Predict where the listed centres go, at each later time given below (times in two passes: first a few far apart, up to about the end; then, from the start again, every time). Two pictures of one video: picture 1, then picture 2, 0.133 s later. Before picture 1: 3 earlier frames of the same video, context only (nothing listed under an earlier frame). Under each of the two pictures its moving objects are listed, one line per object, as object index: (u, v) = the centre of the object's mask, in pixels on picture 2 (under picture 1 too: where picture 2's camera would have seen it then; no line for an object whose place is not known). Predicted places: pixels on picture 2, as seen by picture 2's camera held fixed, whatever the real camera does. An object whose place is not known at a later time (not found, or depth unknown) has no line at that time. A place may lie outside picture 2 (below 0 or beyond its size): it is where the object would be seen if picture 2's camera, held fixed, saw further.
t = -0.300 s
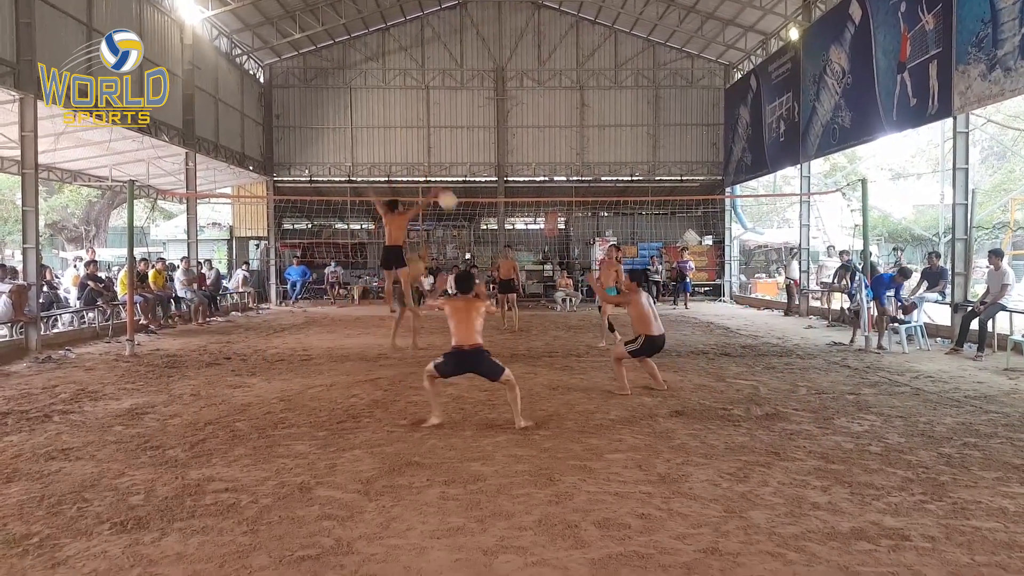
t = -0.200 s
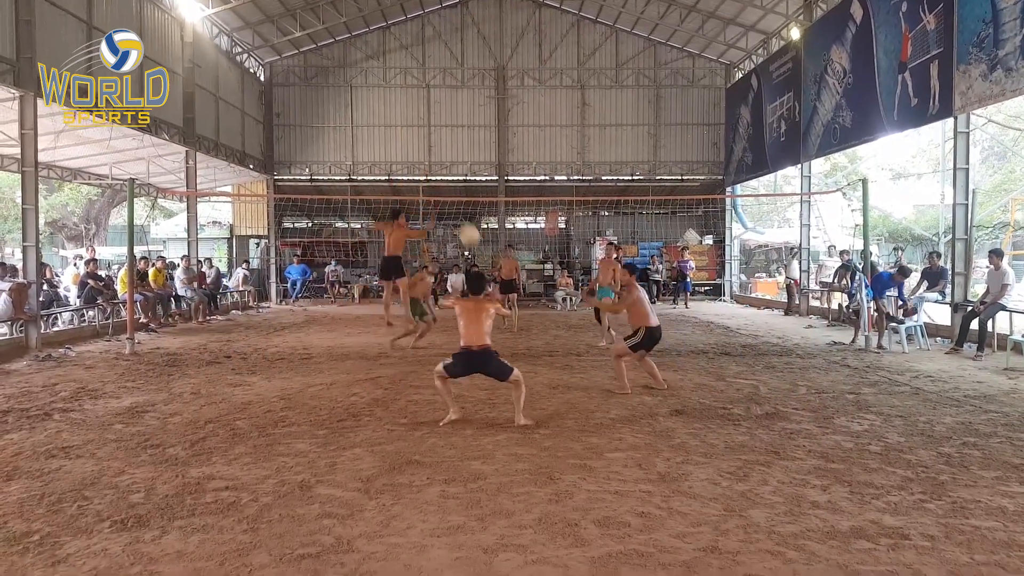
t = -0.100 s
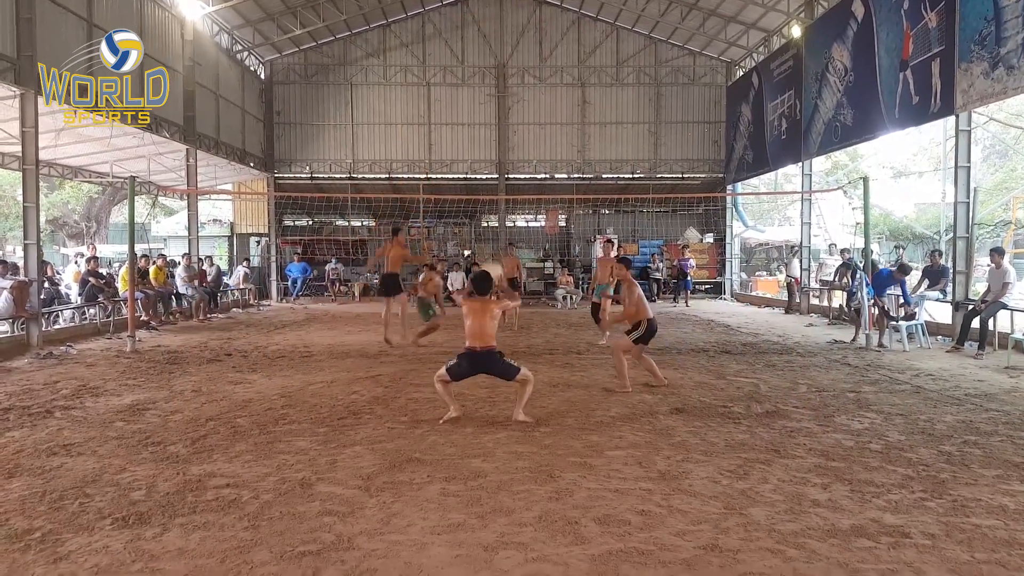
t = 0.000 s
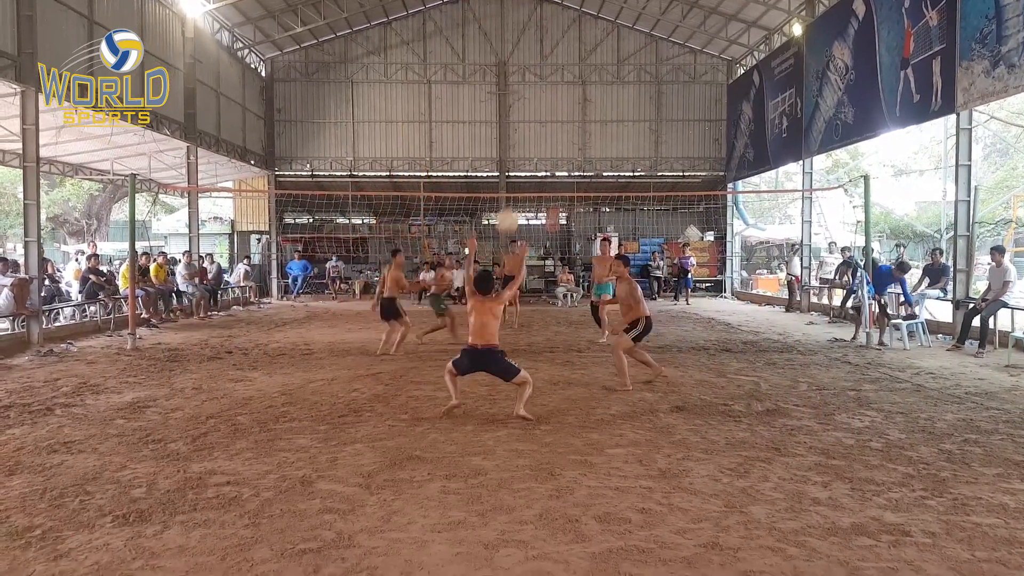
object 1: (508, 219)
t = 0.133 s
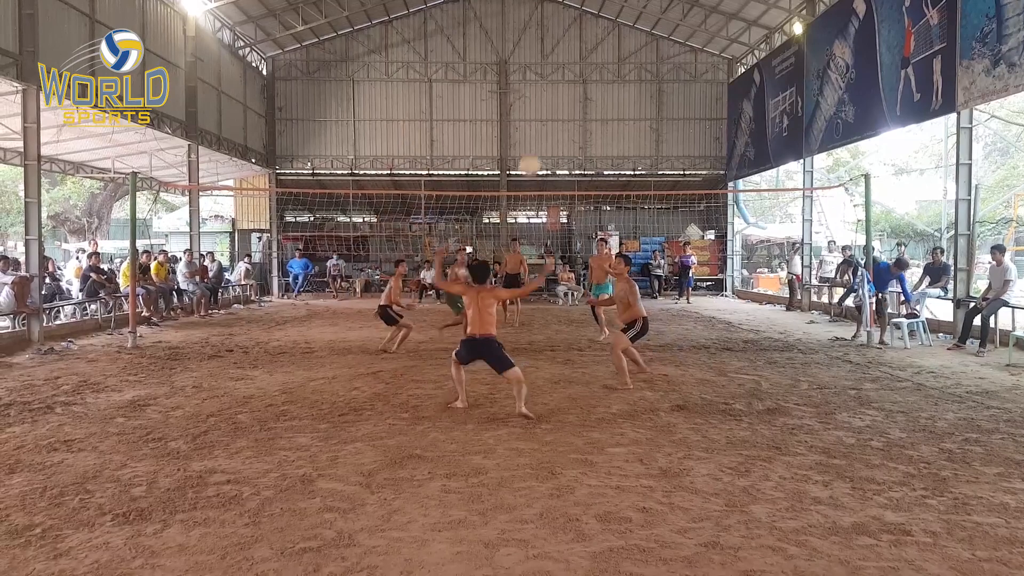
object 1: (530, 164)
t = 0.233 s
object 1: (545, 137)
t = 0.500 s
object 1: (582, 116)
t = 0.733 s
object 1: (612, 149)
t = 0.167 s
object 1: (534, 155)
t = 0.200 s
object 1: (540, 146)
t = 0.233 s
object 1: (545, 137)
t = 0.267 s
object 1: (550, 132)
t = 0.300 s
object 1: (555, 126)
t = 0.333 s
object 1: (560, 121)
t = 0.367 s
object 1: (564, 118)
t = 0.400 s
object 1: (569, 116)
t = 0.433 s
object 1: (574, 115)
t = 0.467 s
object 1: (578, 115)
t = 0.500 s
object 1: (582, 116)
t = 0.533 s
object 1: (587, 119)
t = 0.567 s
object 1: (591, 121)
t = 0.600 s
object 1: (596, 124)
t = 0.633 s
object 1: (600, 129)
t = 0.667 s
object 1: (604, 135)
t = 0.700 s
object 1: (609, 142)
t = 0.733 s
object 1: (612, 149)
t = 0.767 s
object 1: (617, 158)
